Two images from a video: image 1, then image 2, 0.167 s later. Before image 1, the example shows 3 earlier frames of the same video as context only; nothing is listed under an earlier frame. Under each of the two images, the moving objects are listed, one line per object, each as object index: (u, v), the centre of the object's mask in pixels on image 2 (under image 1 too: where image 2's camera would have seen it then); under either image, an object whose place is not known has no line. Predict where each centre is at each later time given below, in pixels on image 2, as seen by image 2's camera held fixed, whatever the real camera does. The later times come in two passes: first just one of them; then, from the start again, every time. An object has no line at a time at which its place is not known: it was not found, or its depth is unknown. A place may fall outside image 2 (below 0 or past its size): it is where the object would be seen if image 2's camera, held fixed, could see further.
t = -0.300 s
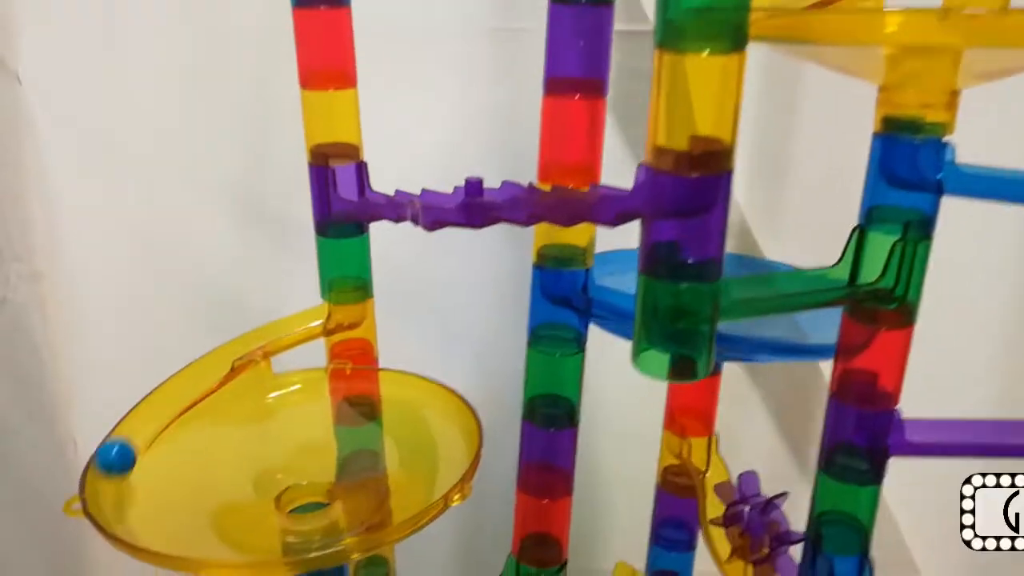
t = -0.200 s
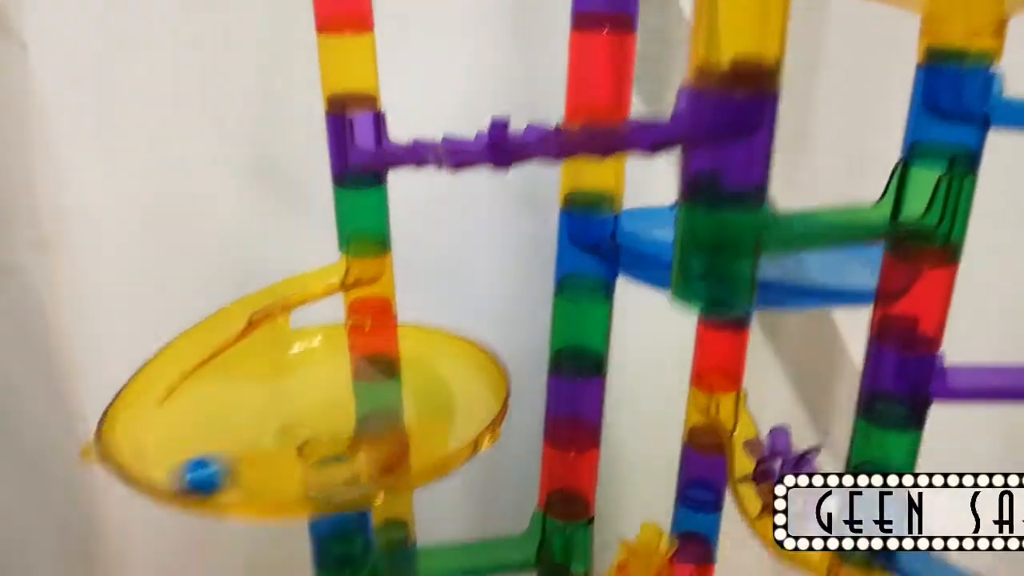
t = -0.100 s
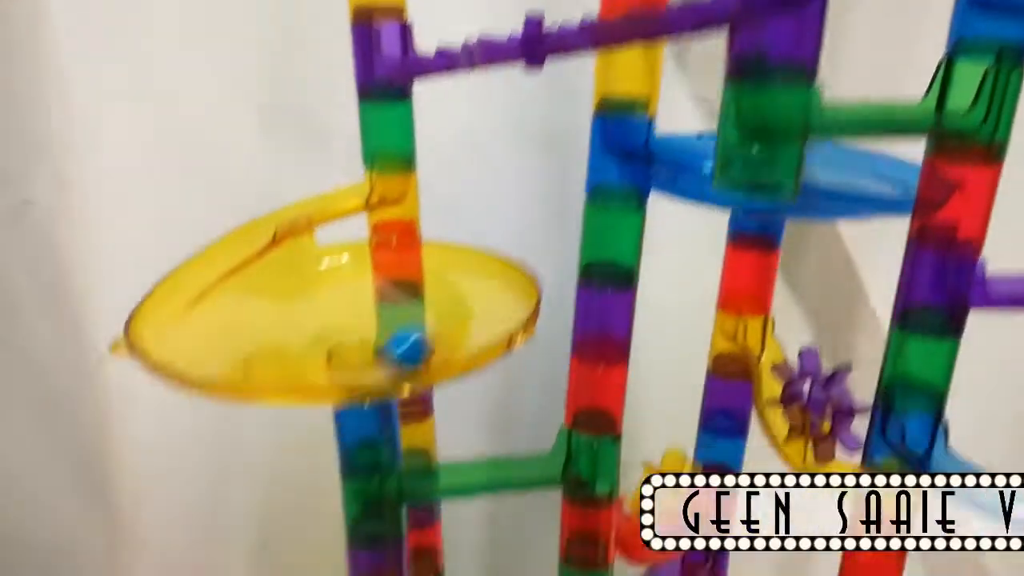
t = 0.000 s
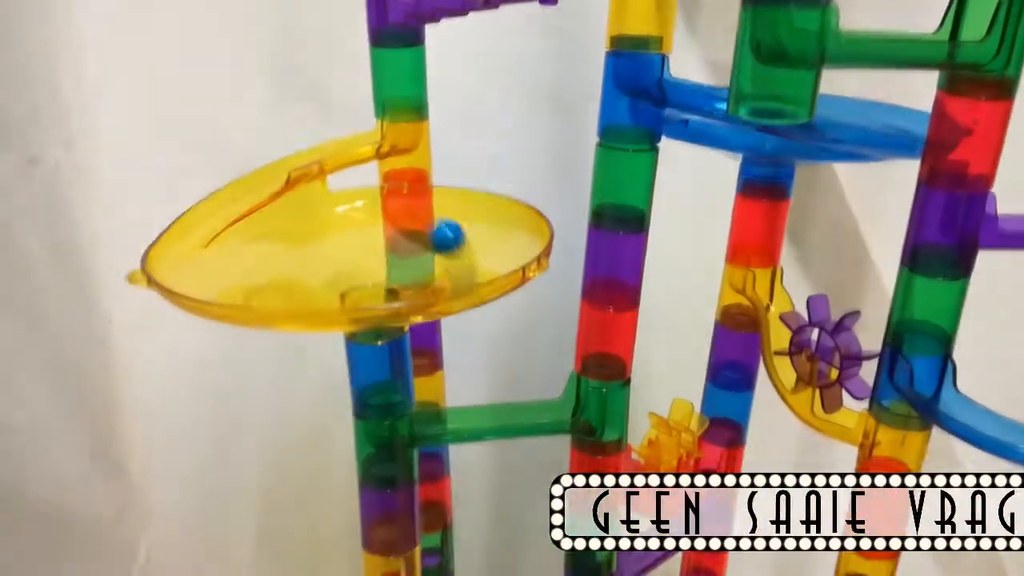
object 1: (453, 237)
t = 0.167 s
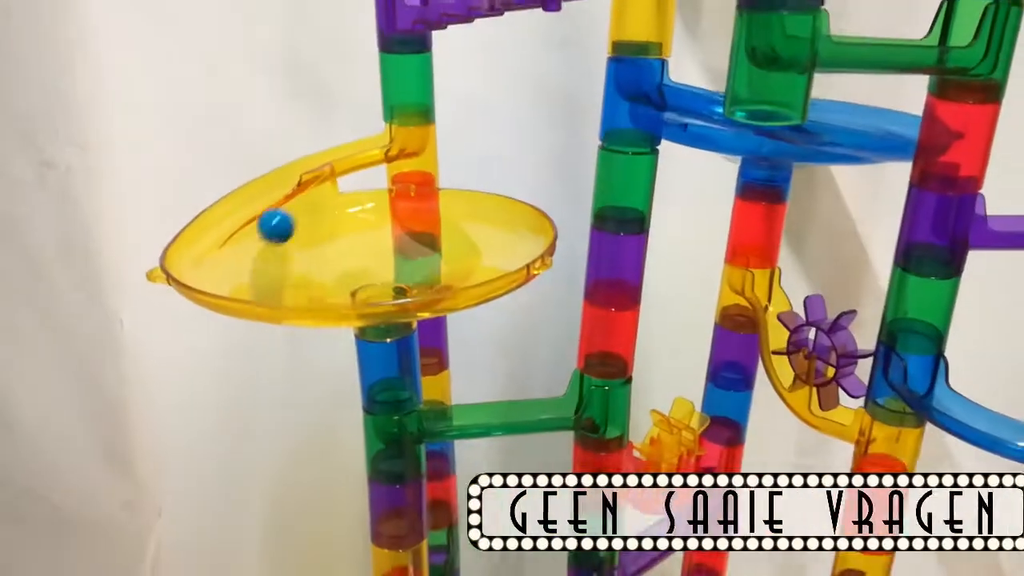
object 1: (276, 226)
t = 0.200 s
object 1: (258, 240)
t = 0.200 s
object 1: (258, 240)
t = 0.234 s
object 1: (251, 254)
